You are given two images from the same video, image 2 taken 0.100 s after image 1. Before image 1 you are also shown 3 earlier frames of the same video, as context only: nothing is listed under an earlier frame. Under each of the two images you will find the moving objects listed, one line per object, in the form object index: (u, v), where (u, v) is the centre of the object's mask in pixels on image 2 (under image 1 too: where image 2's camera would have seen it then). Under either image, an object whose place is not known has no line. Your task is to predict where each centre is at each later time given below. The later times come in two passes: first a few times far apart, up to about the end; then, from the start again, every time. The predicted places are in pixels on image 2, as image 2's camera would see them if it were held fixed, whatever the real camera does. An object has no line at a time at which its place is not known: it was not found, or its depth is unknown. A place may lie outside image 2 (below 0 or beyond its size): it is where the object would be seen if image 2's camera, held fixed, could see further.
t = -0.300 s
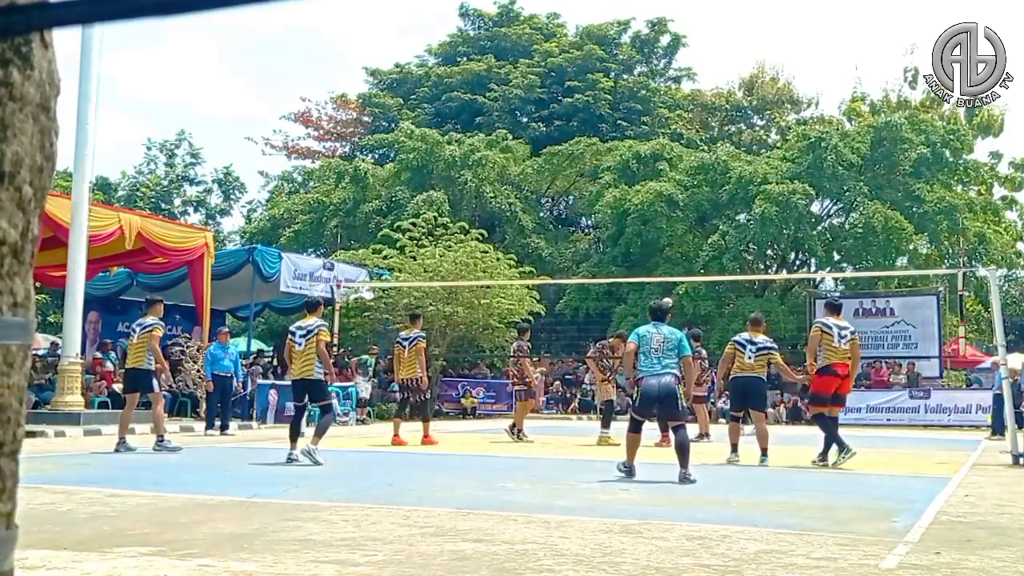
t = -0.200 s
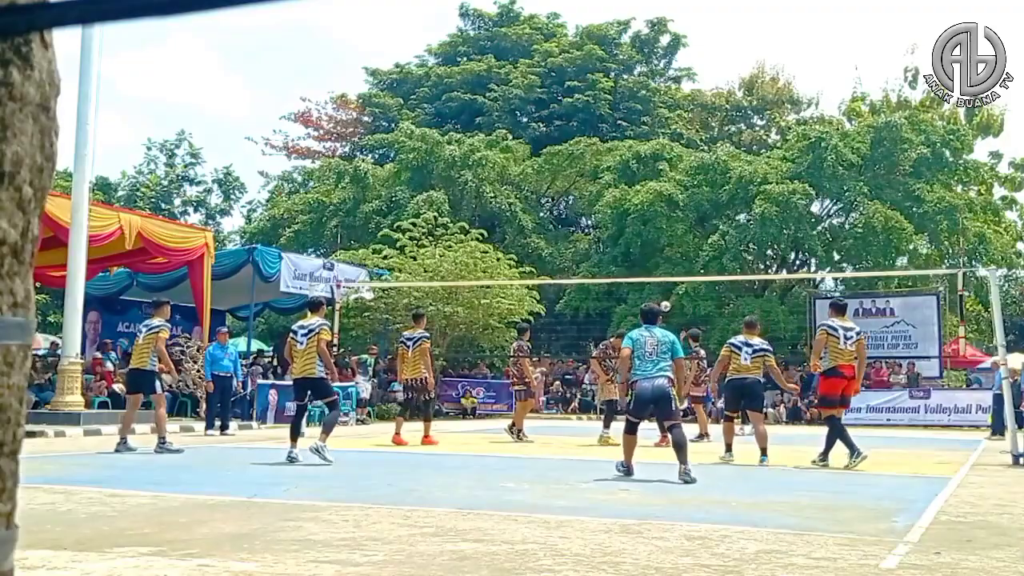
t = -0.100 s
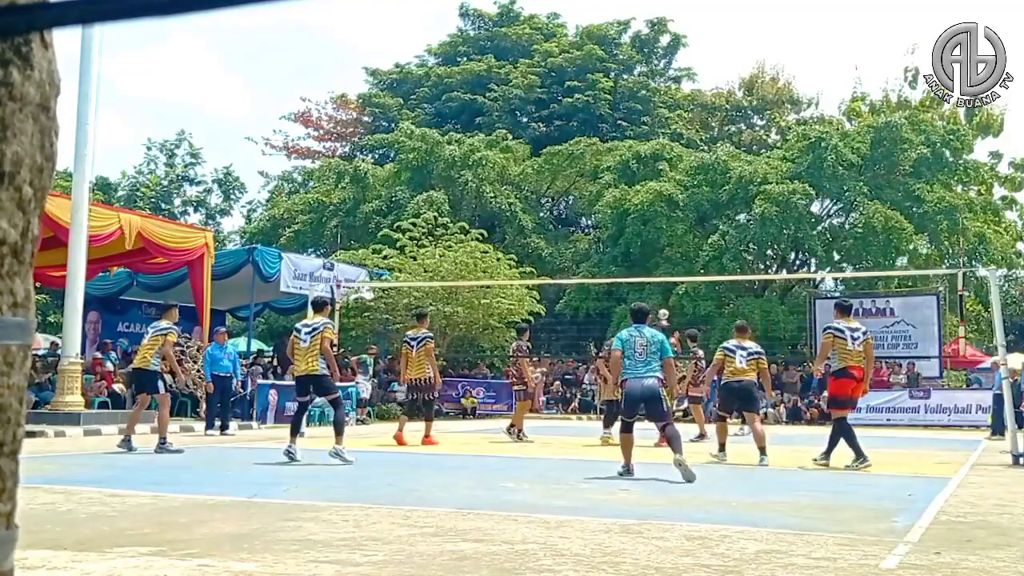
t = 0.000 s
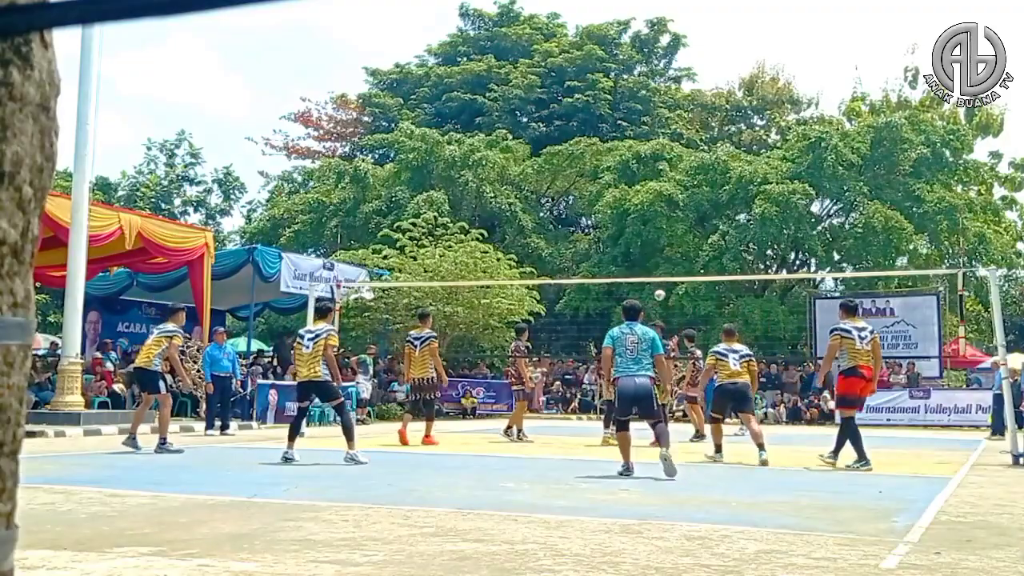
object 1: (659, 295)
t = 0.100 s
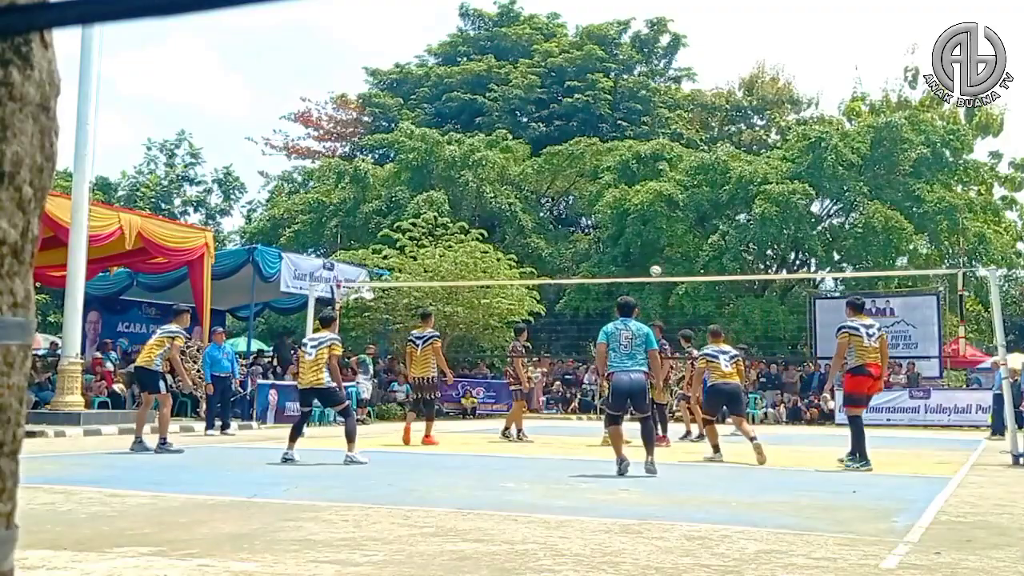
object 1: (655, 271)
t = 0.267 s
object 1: (646, 239)
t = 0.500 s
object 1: (628, 216)
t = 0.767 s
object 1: (600, 219)
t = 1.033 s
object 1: (558, 285)
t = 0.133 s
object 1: (653, 263)
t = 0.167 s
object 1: (652, 256)
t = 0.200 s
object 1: (650, 250)
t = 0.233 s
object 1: (648, 244)
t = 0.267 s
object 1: (646, 239)
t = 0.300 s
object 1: (645, 234)
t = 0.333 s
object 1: (642, 230)
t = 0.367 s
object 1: (638, 224)
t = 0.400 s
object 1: (636, 222)
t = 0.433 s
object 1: (634, 220)
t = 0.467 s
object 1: (631, 218)
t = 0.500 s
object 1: (628, 216)
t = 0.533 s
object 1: (625, 214)
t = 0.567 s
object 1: (622, 213)
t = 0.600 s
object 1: (619, 212)
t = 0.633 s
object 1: (615, 212)
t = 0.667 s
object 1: (612, 212)
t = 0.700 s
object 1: (609, 214)
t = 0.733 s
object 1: (604, 216)
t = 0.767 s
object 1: (600, 219)
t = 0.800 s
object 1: (596, 223)
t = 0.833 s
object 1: (590, 229)
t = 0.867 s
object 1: (585, 235)
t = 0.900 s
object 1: (580, 243)
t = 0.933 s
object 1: (575, 251)
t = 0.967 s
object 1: (569, 261)
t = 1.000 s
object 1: (564, 272)
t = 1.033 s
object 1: (558, 285)
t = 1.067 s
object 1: (553, 298)
